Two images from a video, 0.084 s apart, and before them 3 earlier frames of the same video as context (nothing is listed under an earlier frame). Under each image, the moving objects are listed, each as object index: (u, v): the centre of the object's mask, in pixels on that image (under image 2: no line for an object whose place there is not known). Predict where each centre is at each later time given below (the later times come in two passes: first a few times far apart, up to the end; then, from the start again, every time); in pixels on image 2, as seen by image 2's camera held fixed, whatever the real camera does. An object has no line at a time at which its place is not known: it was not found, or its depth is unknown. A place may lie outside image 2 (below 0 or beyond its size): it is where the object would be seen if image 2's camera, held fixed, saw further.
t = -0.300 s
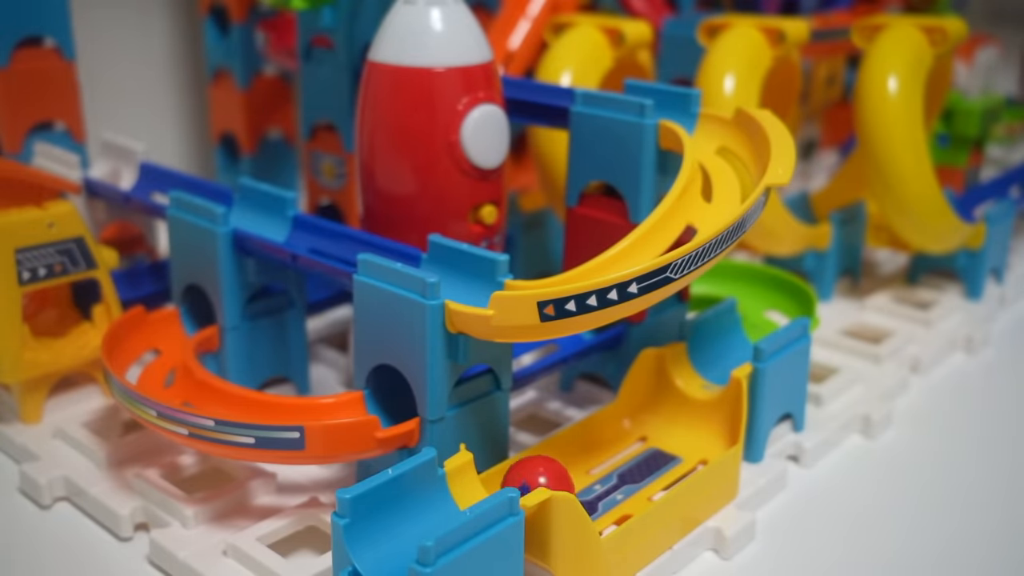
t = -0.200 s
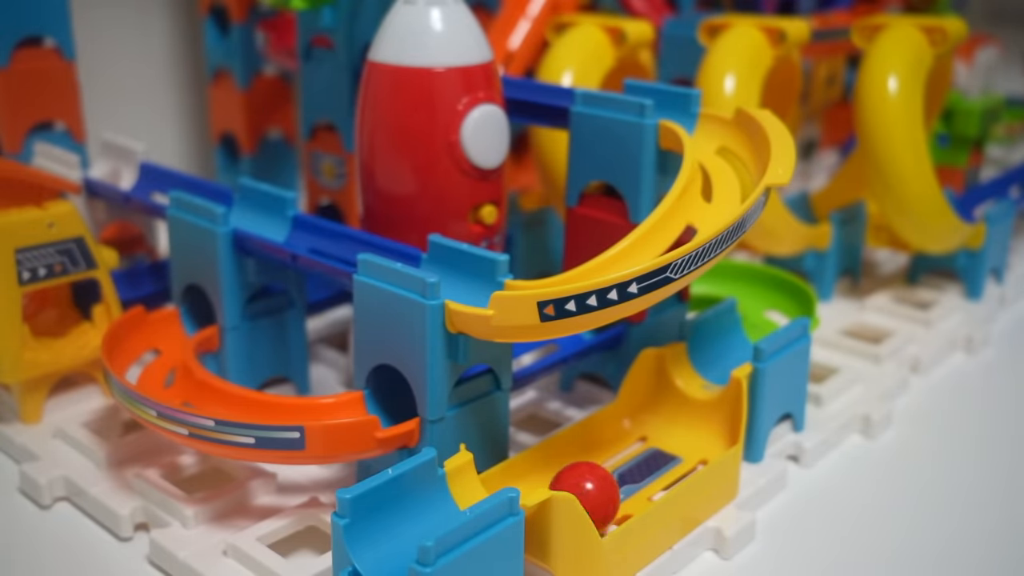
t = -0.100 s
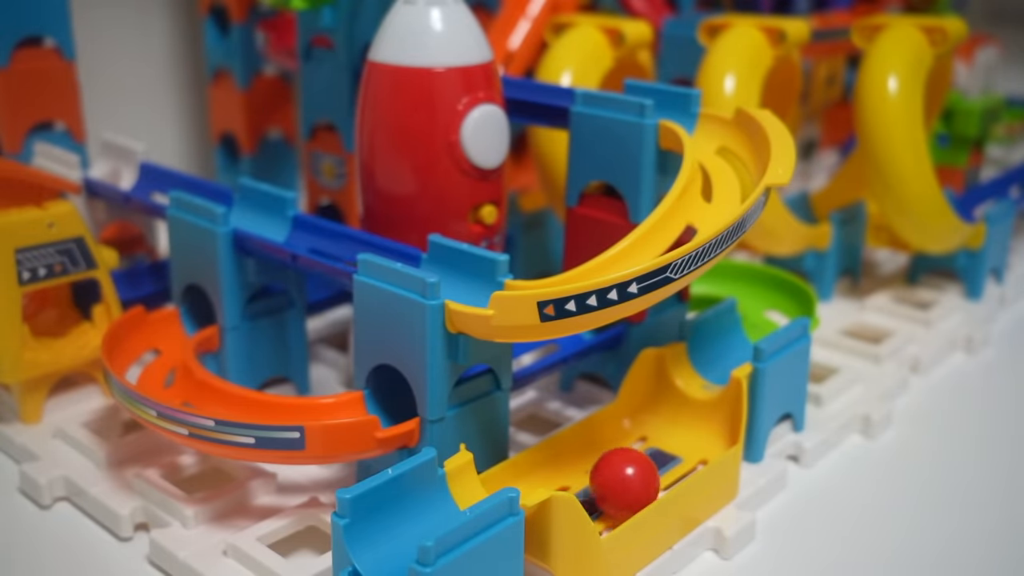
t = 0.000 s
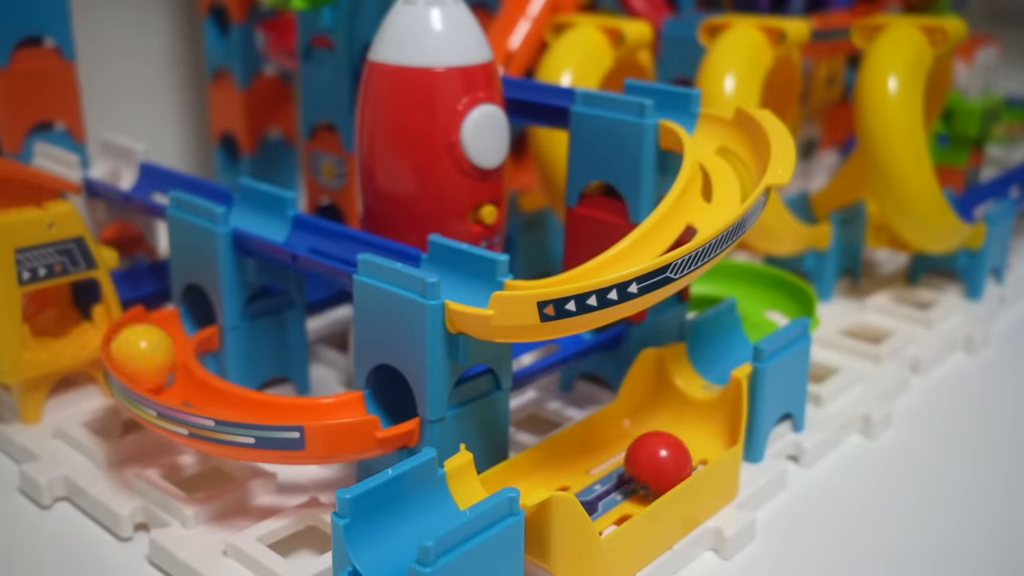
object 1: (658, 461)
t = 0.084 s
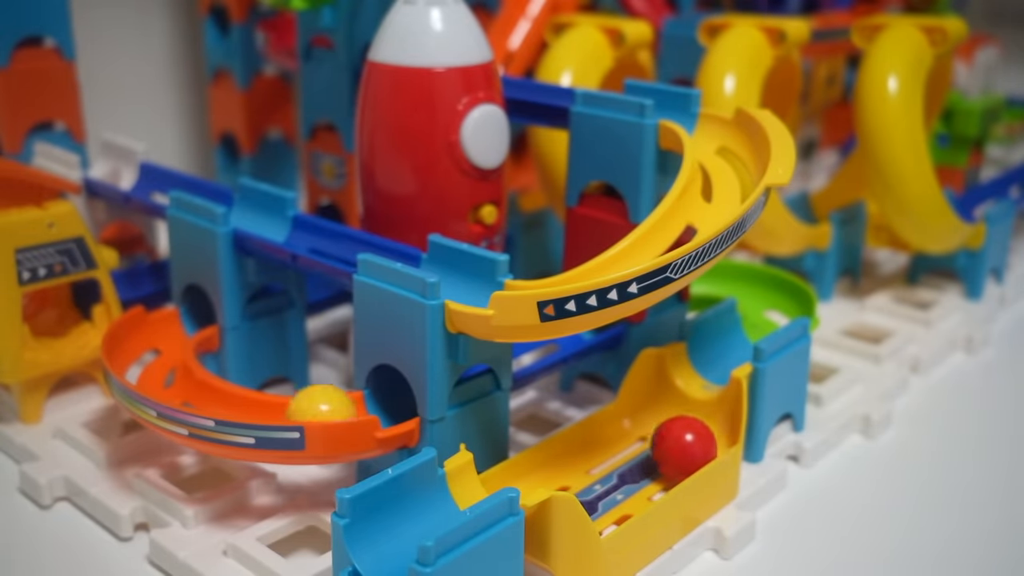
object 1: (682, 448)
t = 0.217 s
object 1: (695, 435)
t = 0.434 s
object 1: (661, 461)
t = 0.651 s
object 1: (633, 479)
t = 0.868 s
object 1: (608, 495)
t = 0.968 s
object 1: (602, 498)
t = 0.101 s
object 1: (687, 445)
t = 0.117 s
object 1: (692, 441)
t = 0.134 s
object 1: (697, 438)
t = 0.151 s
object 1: (700, 435)
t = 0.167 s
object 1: (701, 433)
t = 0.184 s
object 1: (701, 432)
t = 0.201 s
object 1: (699, 433)
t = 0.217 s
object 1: (695, 435)
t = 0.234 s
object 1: (691, 437)
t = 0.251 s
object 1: (688, 439)
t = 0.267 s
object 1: (685, 442)
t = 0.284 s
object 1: (682, 444)
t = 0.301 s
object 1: (679, 445)
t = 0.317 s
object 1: (677, 447)
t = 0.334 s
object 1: (674, 450)
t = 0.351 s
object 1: (673, 452)
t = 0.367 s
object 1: (671, 454)
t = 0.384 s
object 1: (670, 456)
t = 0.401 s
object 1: (666, 458)
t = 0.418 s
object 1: (663, 459)
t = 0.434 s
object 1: (661, 461)
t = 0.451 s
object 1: (658, 463)
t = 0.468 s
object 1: (655, 465)
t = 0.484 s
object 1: (651, 467)
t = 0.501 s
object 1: (649, 469)
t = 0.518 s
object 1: (648, 469)
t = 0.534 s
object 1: (646, 471)
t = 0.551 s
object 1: (645, 471)
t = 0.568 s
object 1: (643, 473)
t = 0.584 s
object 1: (641, 474)
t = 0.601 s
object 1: (639, 475)
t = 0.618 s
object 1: (637, 476)
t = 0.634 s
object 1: (635, 477)
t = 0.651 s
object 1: (633, 479)
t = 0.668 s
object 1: (631, 480)
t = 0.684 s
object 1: (629, 482)
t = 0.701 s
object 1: (626, 483)
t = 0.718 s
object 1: (624, 485)
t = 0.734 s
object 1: (622, 487)
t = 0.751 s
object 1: (619, 488)
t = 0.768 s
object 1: (617, 489)
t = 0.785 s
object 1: (615, 492)
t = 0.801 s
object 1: (613, 492)
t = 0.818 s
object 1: (611, 493)
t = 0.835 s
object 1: (610, 494)
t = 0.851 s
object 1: (609, 494)
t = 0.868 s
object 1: (608, 495)
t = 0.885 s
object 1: (607, 496)
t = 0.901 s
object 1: (605, 496)
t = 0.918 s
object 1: (604, 496)
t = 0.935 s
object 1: (604, 497)
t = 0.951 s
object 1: (603, 498)
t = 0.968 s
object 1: (602, 498)
